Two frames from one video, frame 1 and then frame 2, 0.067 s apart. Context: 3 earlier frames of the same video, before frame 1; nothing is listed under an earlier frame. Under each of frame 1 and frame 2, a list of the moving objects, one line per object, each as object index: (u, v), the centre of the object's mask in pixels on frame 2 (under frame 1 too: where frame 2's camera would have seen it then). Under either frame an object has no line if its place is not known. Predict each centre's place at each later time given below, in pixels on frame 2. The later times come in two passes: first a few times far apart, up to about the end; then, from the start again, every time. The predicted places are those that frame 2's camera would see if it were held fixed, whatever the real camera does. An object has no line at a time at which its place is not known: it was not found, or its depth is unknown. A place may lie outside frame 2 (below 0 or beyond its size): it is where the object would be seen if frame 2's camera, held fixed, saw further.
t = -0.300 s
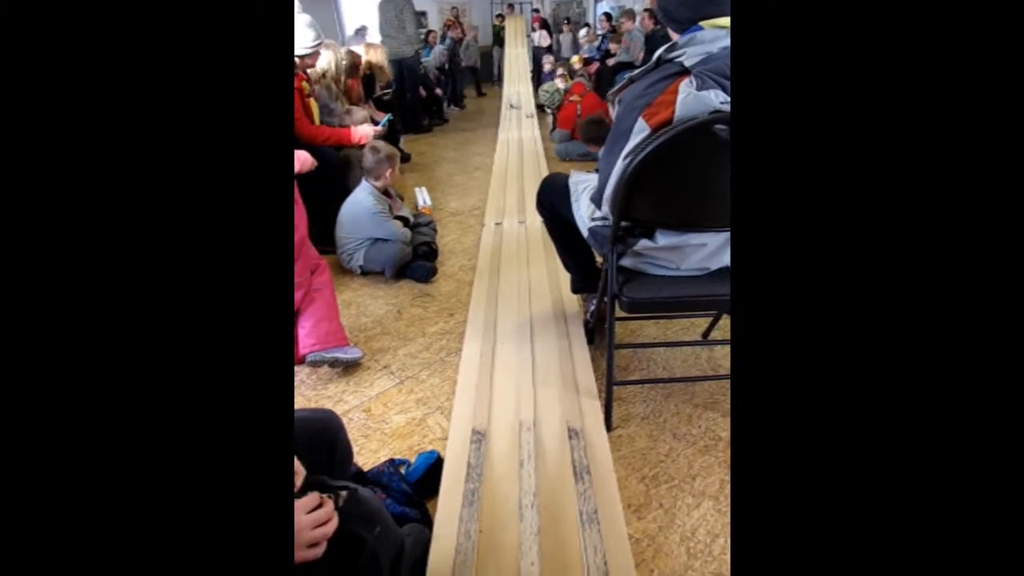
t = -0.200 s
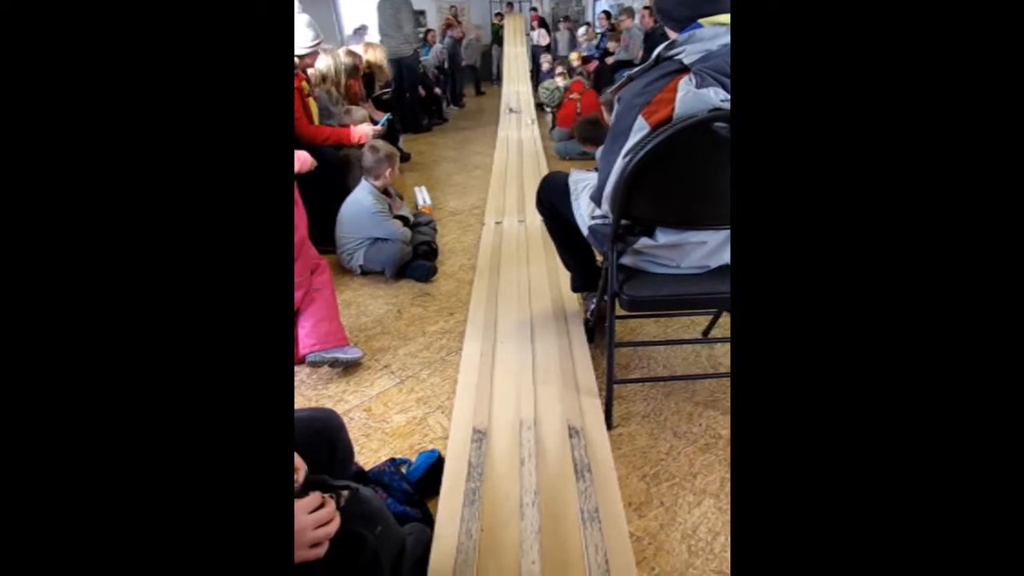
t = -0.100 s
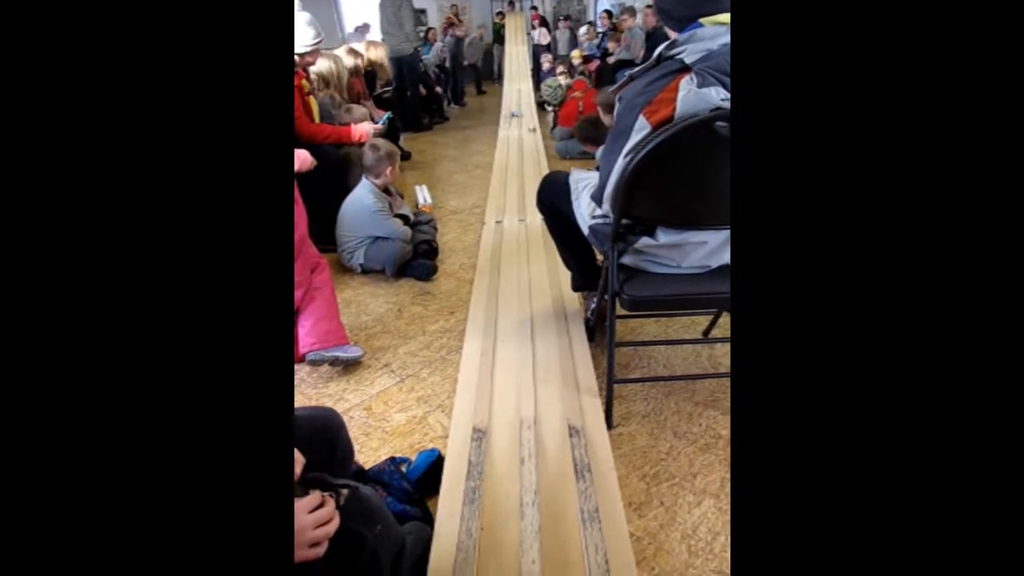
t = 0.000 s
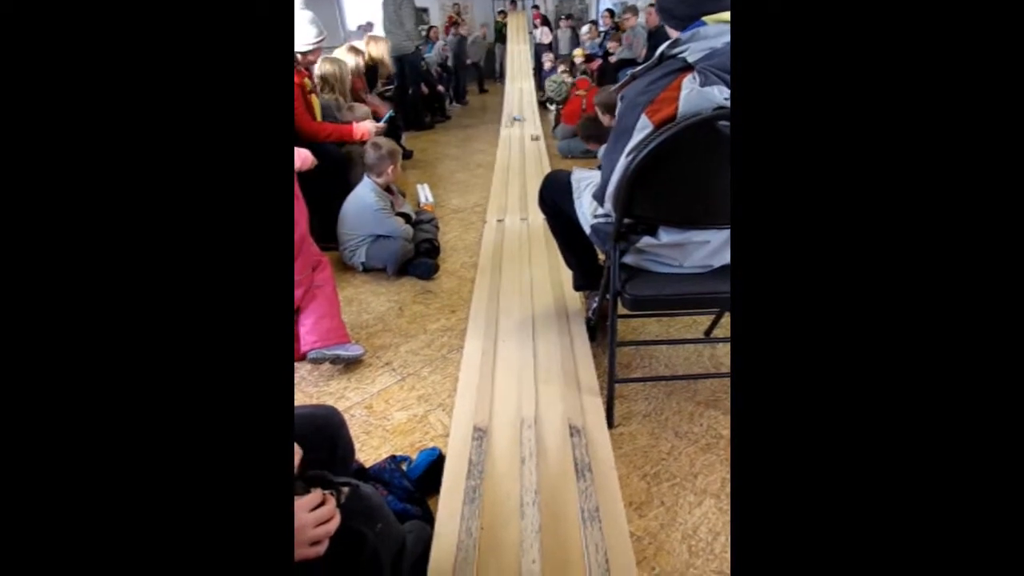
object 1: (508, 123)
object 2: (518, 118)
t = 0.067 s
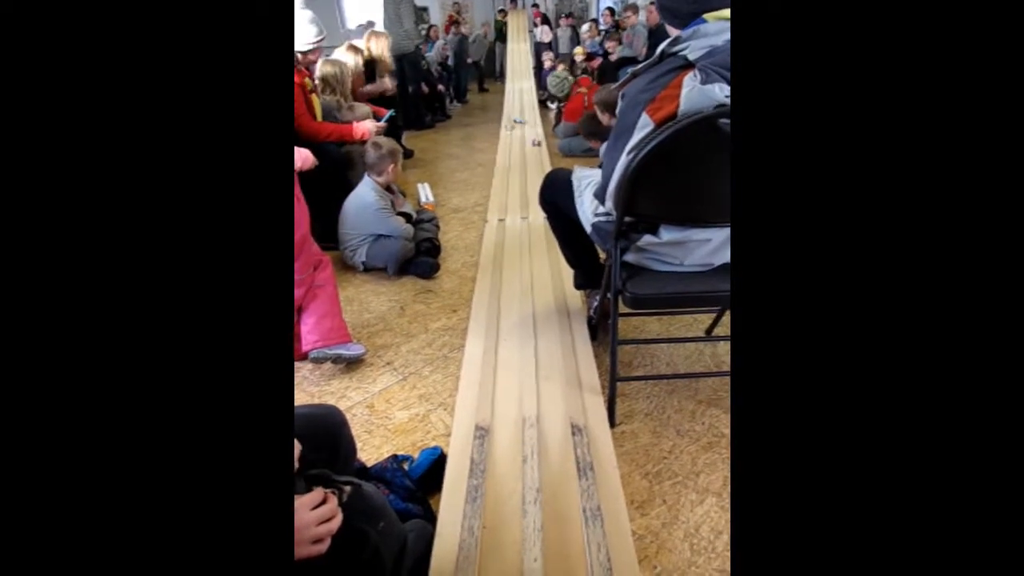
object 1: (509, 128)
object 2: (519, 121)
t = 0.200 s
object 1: (509, 136)
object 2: (522, 127)
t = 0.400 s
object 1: (506, 153)
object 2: (526, 137)
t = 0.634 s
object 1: (504, 176)
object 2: (522, 147)
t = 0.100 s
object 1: (508, 130)
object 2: (519, 122)
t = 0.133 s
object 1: (511, 133)
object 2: (520, 124)
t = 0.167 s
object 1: (510, 136)
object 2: (521, 125)
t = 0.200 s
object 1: (509, 136)
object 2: (522, 127)
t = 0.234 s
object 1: (508, 141)
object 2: (522, 129)
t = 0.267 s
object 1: (508, 142)
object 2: (525, 131)
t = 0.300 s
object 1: (508, 145)
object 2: (525, 132)
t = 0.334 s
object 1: (507, 147)
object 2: (525, 134)
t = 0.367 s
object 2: (526, 135)
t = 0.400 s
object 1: (506, 153)
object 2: (526, 137)
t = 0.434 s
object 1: (507, 155)
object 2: (526, 138)
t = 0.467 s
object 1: (507, 158)
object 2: (525, 139)
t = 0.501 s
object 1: (506, 164)
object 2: (525, 141)
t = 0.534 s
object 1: (505, 167)
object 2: (524, 142)
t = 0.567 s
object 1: (505, 170)
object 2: (523, 144)
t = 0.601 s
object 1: (505, 172)
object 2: (523, 145)
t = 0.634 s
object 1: (504, 176)
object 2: (522, 147)
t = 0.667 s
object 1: (504, 184)
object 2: (522, 148)
